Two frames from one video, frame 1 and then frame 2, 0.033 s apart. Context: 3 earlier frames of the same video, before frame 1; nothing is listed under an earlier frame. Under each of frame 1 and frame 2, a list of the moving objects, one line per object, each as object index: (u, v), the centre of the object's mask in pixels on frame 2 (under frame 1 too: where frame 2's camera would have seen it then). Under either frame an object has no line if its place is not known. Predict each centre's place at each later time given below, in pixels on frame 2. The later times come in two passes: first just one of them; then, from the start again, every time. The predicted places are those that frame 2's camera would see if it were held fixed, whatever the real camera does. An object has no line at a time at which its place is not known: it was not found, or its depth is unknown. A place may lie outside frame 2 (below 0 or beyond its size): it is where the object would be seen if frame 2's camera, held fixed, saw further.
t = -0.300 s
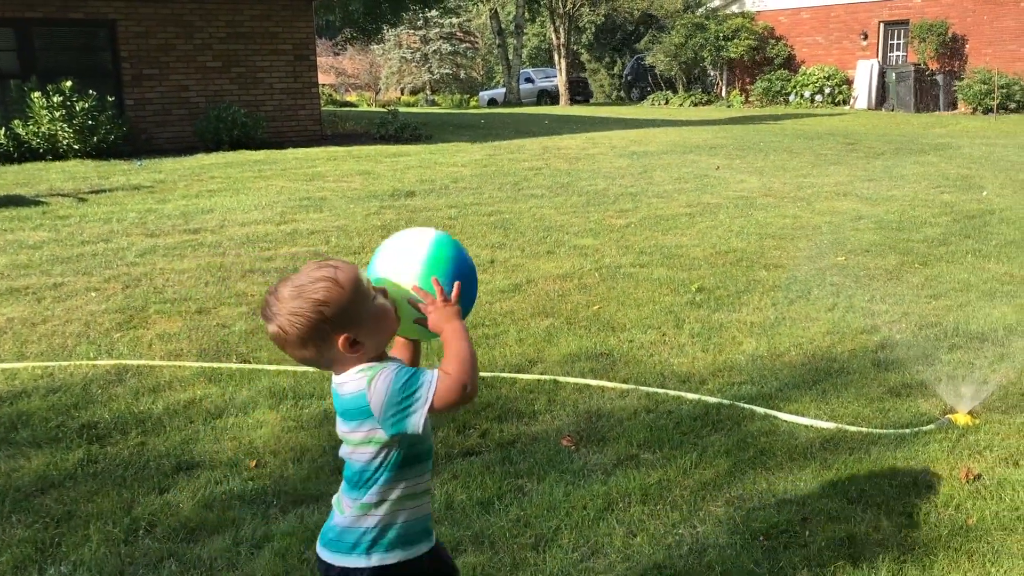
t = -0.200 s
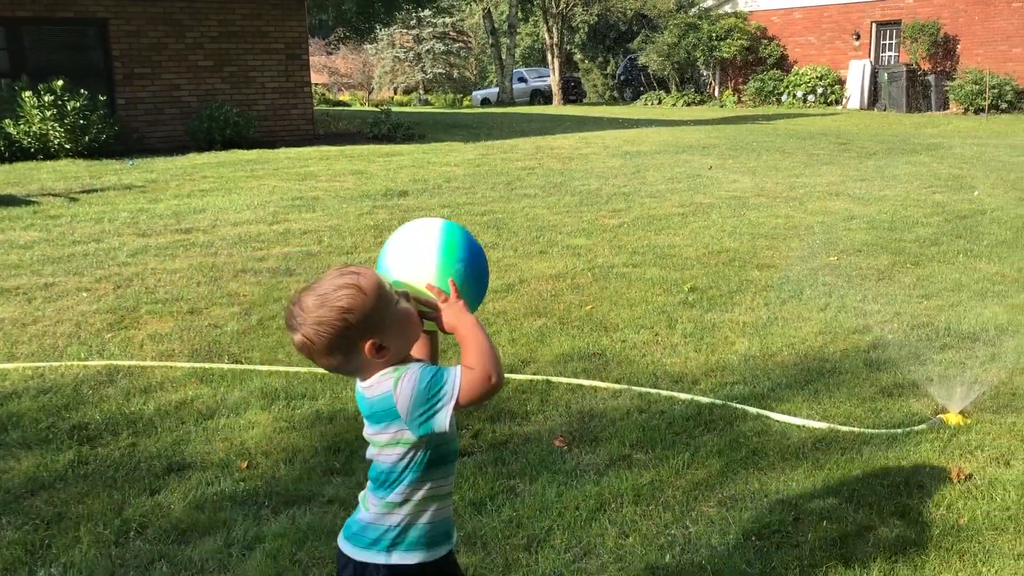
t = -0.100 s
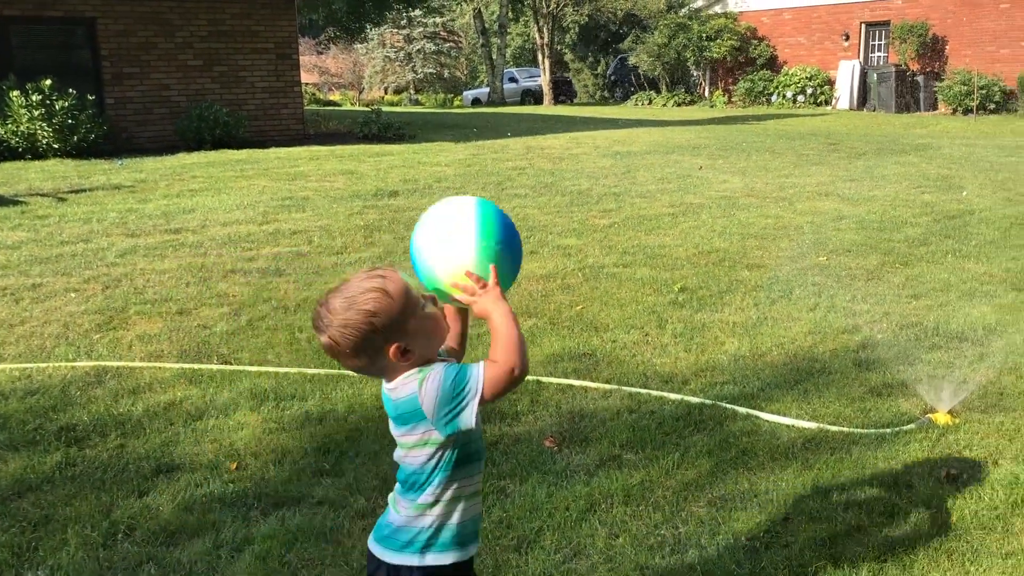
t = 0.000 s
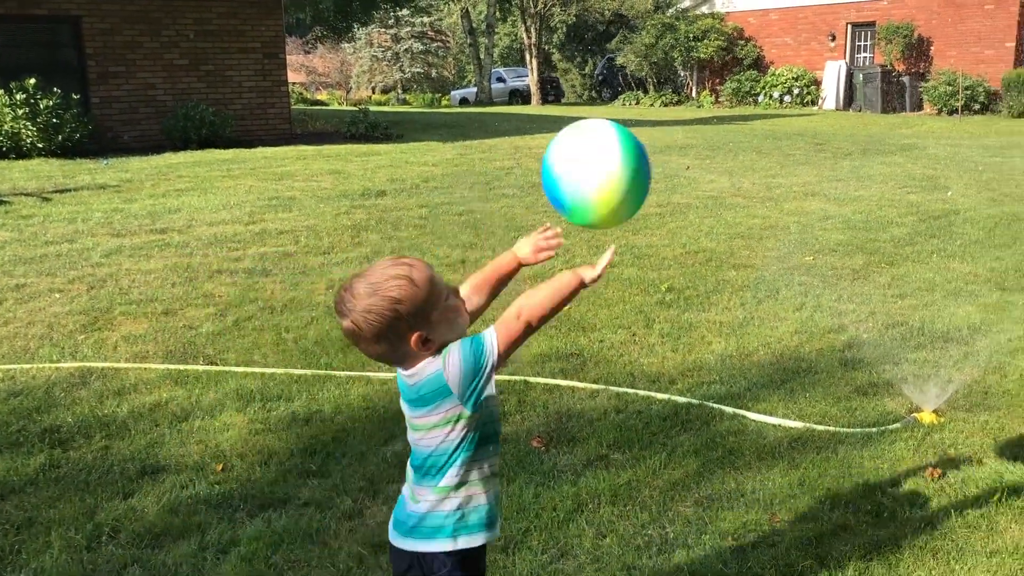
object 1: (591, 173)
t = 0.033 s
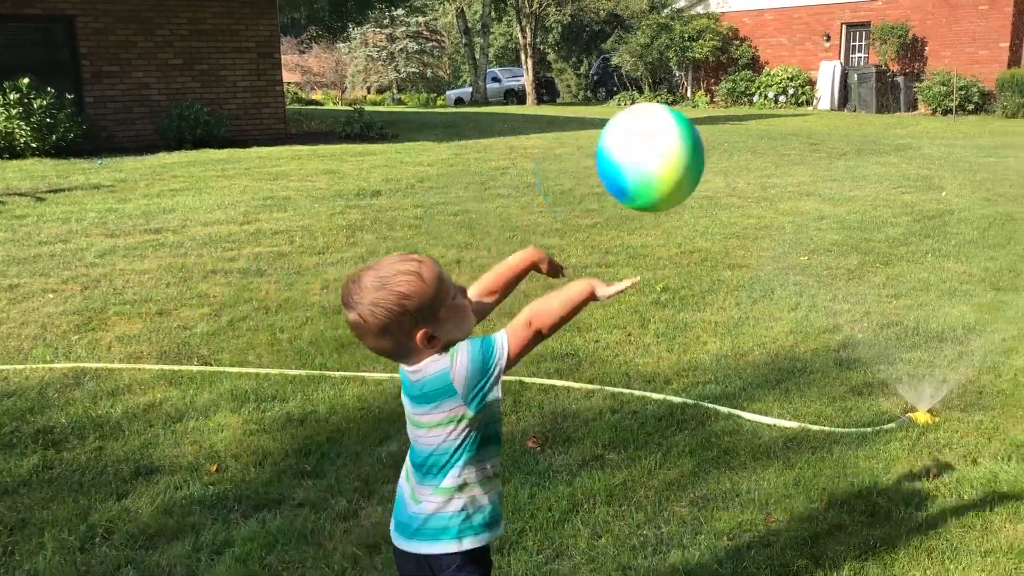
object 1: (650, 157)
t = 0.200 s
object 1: (909, 168)
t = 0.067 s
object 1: (707, 147)
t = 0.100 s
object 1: (762, 143)
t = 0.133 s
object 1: (814, 146)
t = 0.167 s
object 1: (863, 154)
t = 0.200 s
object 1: (909, 168)
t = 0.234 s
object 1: (952, 187)
